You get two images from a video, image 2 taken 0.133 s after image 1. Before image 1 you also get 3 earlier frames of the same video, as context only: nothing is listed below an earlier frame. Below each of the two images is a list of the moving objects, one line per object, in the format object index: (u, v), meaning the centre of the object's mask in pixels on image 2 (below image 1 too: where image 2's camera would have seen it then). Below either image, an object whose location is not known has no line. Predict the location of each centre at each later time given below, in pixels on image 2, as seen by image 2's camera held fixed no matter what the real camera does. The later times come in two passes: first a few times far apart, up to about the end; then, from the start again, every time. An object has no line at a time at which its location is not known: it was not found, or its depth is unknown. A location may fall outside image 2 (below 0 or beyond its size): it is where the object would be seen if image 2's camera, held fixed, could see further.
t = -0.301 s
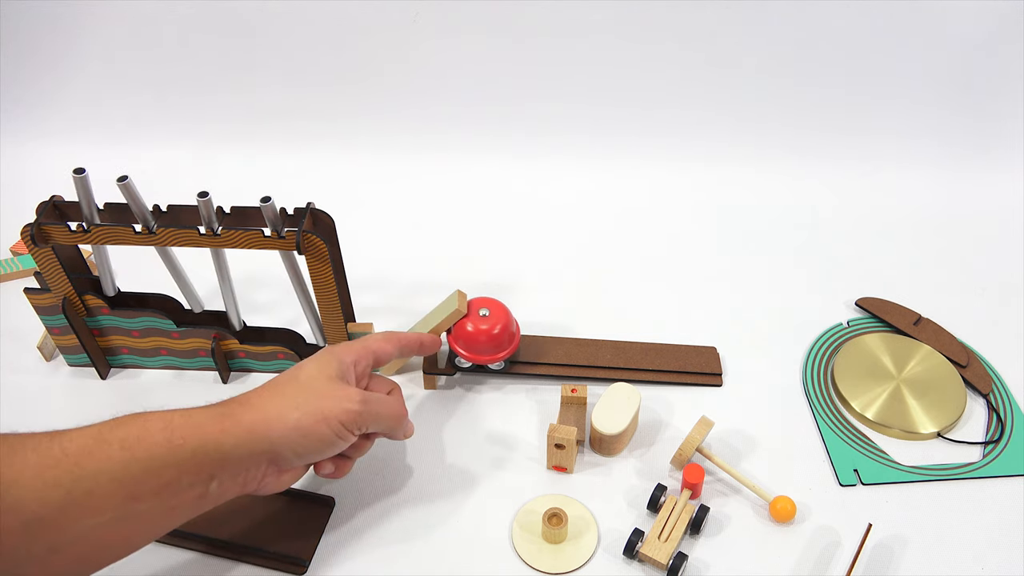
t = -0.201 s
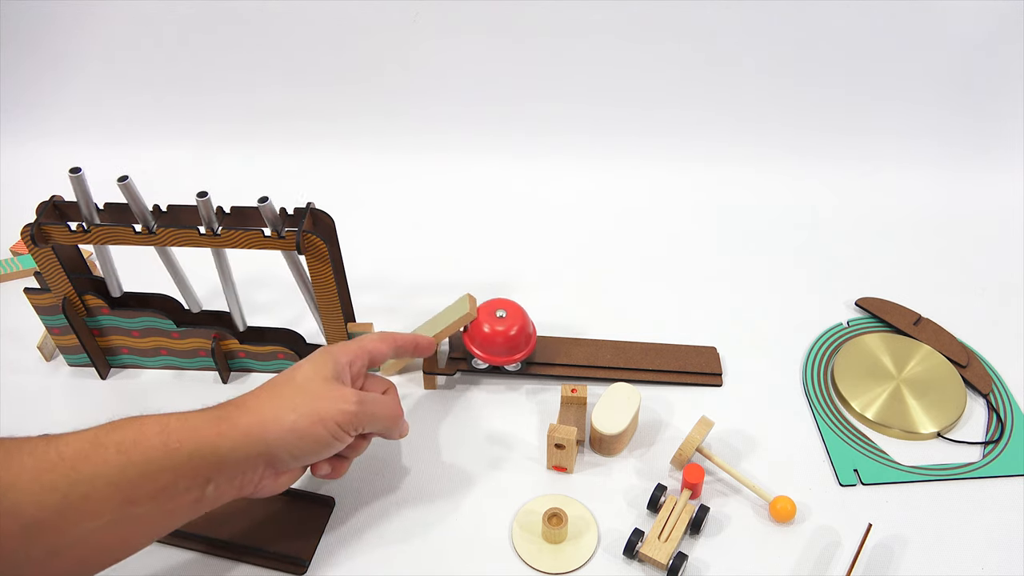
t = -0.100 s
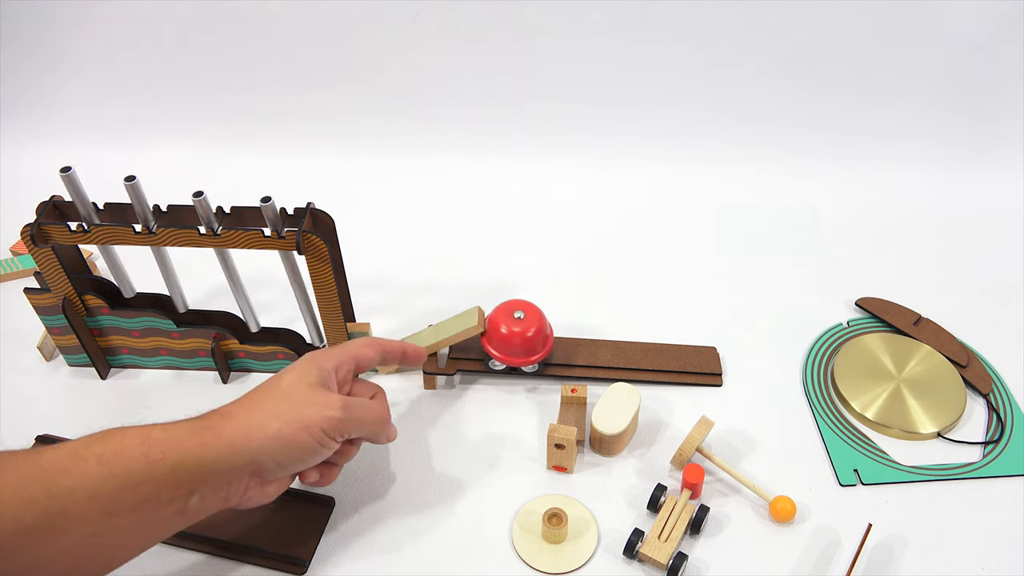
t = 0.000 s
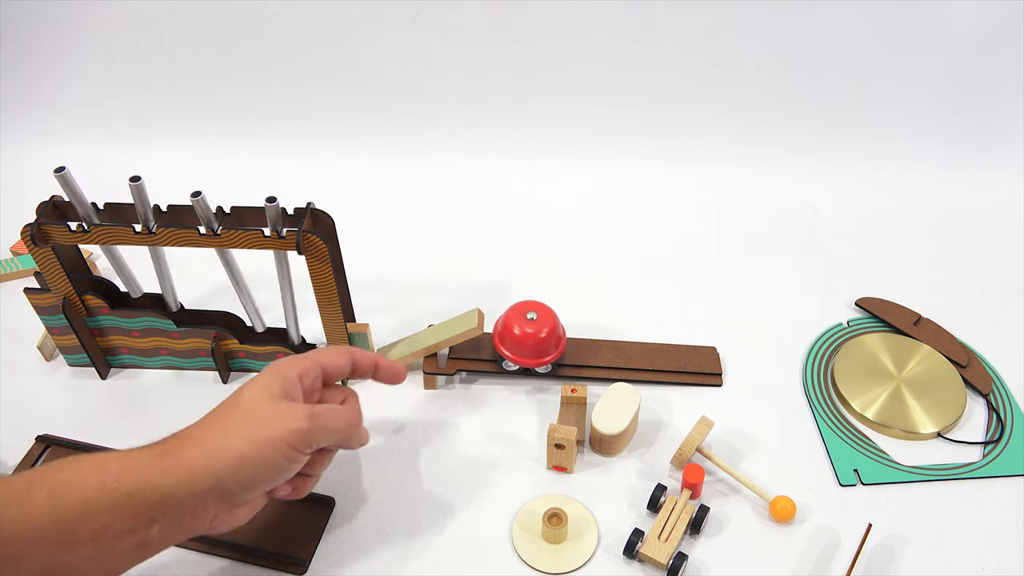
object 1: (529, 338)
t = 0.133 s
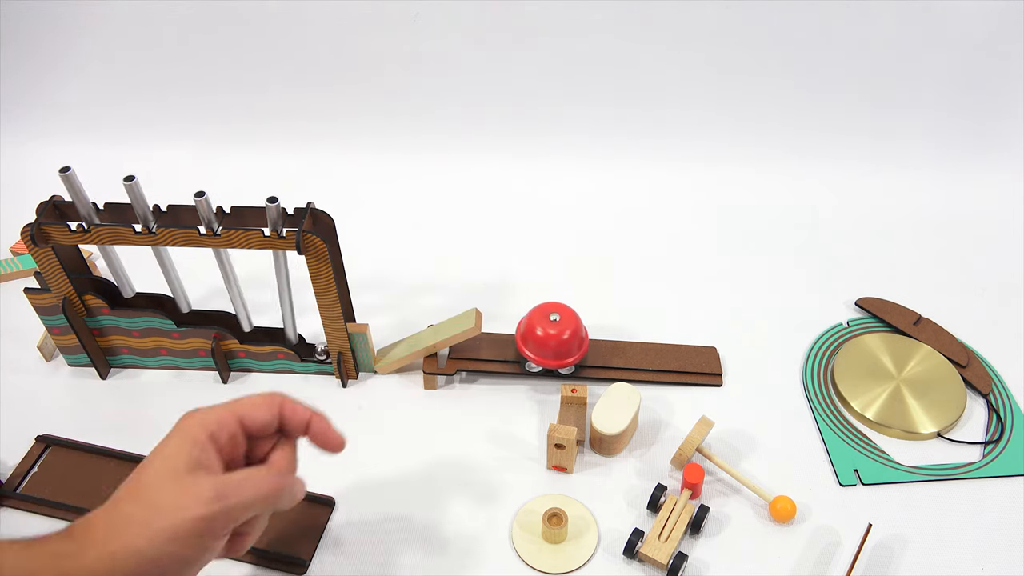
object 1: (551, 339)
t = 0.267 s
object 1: (572, 341)
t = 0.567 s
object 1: (659, 344)
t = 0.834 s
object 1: (773, 348)
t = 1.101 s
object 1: (800, 348)
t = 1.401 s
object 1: (796, 347)
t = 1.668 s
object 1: (796, 348)
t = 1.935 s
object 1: (796, 347)
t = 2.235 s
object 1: (796, 347)
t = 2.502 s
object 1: (796, 347)
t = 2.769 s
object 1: (796, 347)
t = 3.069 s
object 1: (796, 347)
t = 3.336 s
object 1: (796, 347)
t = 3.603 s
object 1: (796, 347)
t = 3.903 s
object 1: (796, 347)
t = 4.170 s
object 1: (796, 347)
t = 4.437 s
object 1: (796, 347)
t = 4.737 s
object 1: (796, 347)
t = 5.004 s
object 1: (796, 347)
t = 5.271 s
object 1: (796, 347)
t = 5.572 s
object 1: (796, 347)
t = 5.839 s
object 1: (796, 347)
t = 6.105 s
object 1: (796, 347)
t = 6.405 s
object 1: (796, 347)
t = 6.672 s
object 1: (796, 347)
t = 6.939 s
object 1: (796, 347)
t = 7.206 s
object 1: (796, 347)
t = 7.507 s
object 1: (796, 347)
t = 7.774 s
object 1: (796, 347)
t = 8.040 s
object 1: (796, 347)
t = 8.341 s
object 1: (796, 347)
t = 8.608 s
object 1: (796, 347)
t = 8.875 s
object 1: (796, 347)
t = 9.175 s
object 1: (796, 347)
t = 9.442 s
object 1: (796, 347)
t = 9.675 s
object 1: (796, 347)
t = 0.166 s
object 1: (556, 340)
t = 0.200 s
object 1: (561, 340)
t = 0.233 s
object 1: (566, 340)
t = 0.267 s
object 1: (572, 341)
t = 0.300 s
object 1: (579, 341)
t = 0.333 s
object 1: (586, 341)
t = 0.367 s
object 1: (595, 341)
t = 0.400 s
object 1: (604, 341)
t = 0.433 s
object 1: (613, 342)
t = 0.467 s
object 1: (624, 342)
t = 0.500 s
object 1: (635, 343)
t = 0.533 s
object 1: (646, 343)
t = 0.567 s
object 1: (659, 344)
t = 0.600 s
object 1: (672, 344)
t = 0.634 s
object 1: (685, 345)
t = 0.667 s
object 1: (700, 346)
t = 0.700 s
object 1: (715, 347)
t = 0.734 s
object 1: (729, 348)
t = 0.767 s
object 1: (744, 348)
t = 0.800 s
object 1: (759, 348)
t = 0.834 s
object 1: (773, 348)
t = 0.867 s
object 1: (784, 346)
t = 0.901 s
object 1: (793, 346)
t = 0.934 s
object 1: (797, 346)
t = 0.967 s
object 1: (799, 347)
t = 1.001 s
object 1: (801, 348)
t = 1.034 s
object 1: (801, 348)
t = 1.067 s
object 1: (801, 348)
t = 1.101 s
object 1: (800, 348)
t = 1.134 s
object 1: (800, 348)
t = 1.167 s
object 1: (799, 348)
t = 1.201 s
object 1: (799, 348)
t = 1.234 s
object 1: (798, 348)
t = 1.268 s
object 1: (797, 348)
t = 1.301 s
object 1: (796, 348)
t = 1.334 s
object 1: (796, 348)
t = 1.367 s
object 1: (796, 348)
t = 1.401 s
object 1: (796, 347)
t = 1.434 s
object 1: (796, 348)
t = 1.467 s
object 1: (796, 347)
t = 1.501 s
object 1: (796, 347)
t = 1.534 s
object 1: (796, 347)
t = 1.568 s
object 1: (796, 347)
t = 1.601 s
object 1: (796, 347)
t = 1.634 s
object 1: (796, 347)
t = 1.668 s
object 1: (796, 348)
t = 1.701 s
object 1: (796, 347)
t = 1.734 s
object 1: (796, 347)
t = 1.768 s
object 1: (796, 347)
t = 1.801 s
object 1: (796, 347)
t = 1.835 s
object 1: (796, 347)
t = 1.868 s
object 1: (796, 347)
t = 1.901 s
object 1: (796, 347)
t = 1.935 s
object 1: (796, 347)
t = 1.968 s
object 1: (796, 347)
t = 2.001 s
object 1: (796, 347)
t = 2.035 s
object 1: (796, 347)
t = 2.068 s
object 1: (796, 347)
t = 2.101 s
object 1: (796, 347)
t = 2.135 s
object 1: (796, 347)
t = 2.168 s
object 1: (796, 347)
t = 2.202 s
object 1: (796, 347)
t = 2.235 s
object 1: (796, 347)
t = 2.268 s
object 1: (796, 347)
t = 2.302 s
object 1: (796, 347)
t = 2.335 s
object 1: (796, 347)
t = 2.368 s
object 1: (796, 347)
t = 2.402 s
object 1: (796, 347)
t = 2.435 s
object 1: (796, 347)
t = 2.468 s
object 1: (796, 347)
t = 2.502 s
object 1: (796, 347)
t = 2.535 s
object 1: (796, 347)
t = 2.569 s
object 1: (796, 347)
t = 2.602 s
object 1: (796, 347)
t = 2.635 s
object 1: (796, 347)
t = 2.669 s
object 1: (796, 347)
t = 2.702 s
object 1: (796, 347)
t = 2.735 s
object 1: (796, 347)
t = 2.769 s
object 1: (796, 347)
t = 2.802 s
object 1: (796, 347)
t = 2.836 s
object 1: (796, 347)
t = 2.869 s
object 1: (796, 347)
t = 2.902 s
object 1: (796, 347)
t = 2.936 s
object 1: (796, 347)
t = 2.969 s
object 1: (796, 347)
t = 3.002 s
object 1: (796, 347)
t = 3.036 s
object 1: (796, 347)
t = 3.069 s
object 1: (796, 347)
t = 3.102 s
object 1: (796, 347)
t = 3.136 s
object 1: (796, 347)
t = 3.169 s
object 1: (796, 347)
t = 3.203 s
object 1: (796, 347)
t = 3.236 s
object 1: (796, 347)
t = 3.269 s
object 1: (796, 347)
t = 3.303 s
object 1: (796, 347)
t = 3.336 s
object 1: (796, 347)
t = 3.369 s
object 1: (796, 347)
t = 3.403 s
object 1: (796, 347)
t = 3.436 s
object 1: (796, 347)
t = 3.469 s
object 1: (796, 347)
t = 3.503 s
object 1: (796, 347)
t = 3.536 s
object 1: (796, 347)
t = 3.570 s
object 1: (796, 347)
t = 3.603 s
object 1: (796, 347)
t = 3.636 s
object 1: (796, 347)
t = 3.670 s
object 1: (796, 347)
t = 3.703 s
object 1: (796, 347)
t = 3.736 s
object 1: (796, 347)
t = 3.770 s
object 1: (796, 347)
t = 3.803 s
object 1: (796, 347)
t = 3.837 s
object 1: (796, 347)
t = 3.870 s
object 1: (796, 347)
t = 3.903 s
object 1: (796, 347)
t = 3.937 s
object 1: (796, 347)
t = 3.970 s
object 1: (796, 347)
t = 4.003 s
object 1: (796, 347)
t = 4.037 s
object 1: (796, 347)
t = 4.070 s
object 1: (796, 347)
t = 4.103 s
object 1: (796, 347)
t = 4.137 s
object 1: (796, 347)
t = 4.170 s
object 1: (796, 347)
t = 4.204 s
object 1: (796, 347)
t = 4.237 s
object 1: (796, 347)
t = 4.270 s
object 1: (796, 347)
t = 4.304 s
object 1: (796, 347)
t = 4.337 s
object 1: (796, 347)
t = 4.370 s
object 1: (796, 347)
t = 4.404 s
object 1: (796, 347)
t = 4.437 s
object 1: (796, 347)
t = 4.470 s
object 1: (796, 347)
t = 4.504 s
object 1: (796, 347)
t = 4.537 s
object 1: (796, 347)
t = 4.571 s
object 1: (796, 347)
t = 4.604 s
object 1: (796, 347)
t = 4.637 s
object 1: (796, 347)
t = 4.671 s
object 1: (796, 347)
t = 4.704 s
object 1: (796, 347)
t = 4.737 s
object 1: (796, 347)
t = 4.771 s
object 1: (796, 347)
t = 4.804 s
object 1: (796, 347)
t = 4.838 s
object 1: (796, 347)
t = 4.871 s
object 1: (796, 347)
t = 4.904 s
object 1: (796, 347)
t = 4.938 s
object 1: (796, 347)
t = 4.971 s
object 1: (796, 347)
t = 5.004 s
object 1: (796, 347)
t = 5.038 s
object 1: (796, 347)
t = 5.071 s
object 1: (796, 347)
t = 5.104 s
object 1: (796, 347)
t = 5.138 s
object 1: (796, 347)
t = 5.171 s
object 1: (796, 347)
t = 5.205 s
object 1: (796, 347)
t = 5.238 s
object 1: (796, 347)
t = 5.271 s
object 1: (796, 347)
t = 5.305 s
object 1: (796, 347)
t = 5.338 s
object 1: (796, 347)
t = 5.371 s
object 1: (796, 347)
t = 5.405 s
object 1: (796, 347)
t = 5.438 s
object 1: (796, 347)
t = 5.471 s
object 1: (796, 347)
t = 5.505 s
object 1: (796, 347)
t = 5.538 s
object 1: (796, 347)
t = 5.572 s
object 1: (796, 347)
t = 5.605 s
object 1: (796, 347)
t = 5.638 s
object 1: (796, 347)
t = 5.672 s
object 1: (796, 347)
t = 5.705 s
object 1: (796, 347)
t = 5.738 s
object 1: (796, 347)
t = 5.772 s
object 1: (796, 347)
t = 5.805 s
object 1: (796, 347)
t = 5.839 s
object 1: (796, 347)
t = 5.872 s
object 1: (796, 347)
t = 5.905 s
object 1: (796, 347)
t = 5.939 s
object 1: (796, 347)
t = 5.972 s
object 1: (796, 347)
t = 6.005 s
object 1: (796, 347)
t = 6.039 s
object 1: (796, 347)
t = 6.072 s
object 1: (796, 347)
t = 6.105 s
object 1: (796, 347)
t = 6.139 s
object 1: (796, 347)
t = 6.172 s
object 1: (796, 347)
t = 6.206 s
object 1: (796, 347)
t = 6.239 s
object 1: (796, 347)
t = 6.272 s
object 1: (796, 347)
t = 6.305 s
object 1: (796, 347)
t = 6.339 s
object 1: (796, 347)
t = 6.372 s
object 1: (796, 347)
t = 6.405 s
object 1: (796, 347)
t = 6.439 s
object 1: (796, 347)
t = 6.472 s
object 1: (796, 347)
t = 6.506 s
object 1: (796, 347)
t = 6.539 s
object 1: (796, 347)
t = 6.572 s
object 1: (796, 347)
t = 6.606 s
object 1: (796, 347)
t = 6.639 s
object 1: (796, 347)
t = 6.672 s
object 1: (796, 347)
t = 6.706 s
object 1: (796, 347)
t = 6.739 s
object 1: (796, 347)
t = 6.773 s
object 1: (796, 347)
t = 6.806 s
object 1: (796, 347)
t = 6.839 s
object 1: (796, 347)
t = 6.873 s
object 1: (796, 347)
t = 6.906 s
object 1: (796, 347)
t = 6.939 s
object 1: (796, 347)
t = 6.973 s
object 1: (796, 347)
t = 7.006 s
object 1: (796, 347)
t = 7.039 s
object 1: (796, 347)
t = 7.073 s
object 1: (796, 347)
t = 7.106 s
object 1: (796, 347)
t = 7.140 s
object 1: (796, 347)
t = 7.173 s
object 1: (796, 347)
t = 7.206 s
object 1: (796, 347)
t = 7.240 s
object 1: (796, 347)
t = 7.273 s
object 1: (796, 347)
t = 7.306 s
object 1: (796, 347)
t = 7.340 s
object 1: (796, 347)
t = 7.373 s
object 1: (796, 347)
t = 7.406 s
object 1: (796, 347)
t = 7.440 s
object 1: (796, 347)
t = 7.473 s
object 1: (796, 347)
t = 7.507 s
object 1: (796, 347)
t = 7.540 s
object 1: (796, 347)
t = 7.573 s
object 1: (796, 347)
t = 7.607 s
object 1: (796, 347)
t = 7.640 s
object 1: (796, 347)
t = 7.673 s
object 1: (796, 347)
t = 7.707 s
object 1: (796, 347)
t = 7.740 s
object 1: (796, 347)
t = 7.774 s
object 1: (796, 347)
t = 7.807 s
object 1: (796, 347)
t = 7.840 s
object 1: (796, 347)
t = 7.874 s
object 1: (796, 347)
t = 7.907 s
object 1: (796, 347)
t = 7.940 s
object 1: (796, 347)
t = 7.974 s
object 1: (796, 347)
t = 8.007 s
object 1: (796, 347)
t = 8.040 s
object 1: (796, 347)
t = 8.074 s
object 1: (796, 347)
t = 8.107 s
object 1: (796, 347)
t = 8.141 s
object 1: (796, 347)
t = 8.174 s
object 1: (796, 347)
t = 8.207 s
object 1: (796, 347)
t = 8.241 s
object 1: (796, 347)
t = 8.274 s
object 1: (796, 347)
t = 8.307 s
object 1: (796, 347)
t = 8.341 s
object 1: (796, 347)
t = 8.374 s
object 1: (796, 347)
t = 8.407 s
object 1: (796, 347)
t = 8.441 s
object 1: (796, 347)
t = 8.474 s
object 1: (796, 347)
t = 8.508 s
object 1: (796, 347)
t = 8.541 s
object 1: (796, 347)
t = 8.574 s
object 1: (796, 347)
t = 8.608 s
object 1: (796, 347)
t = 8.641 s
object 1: (796, 347)
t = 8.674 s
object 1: (796, 347)
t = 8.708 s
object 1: (796, 347)
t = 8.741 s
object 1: (796, 347)
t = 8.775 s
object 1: (796, 347)
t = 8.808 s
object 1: (796, 347)
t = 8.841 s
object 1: (796, 347)
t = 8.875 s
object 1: (796, 347)
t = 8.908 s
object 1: (796, 347)
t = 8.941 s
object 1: (796, 347)
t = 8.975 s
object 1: (796, 347)
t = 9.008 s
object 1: (796, 347)
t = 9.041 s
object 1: (796, 347)
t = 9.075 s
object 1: (796, 347)
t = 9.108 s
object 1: (796, 347)
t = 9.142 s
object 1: (796, 347)
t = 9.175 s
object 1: (796, 347)
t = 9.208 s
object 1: (796, 347)
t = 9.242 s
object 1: (796, 347)
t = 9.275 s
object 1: (796, 347)
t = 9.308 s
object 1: (796, 347)
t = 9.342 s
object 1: (796, 347)
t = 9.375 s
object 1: (796, 347)
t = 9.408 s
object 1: (796, 347)
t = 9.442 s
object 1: (796, 347)
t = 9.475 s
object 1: (796, 347)
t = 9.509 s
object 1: (796, 347)
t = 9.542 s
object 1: (796, 347)
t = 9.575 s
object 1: (796, 347)
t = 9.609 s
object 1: (796, 347)
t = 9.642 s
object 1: (796, 347)
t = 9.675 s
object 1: (796, 347)
